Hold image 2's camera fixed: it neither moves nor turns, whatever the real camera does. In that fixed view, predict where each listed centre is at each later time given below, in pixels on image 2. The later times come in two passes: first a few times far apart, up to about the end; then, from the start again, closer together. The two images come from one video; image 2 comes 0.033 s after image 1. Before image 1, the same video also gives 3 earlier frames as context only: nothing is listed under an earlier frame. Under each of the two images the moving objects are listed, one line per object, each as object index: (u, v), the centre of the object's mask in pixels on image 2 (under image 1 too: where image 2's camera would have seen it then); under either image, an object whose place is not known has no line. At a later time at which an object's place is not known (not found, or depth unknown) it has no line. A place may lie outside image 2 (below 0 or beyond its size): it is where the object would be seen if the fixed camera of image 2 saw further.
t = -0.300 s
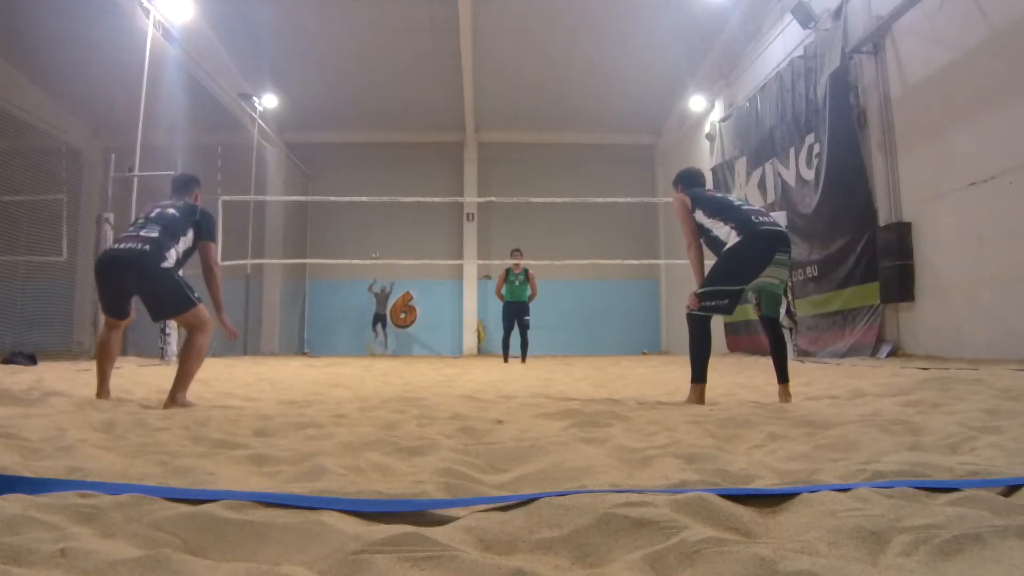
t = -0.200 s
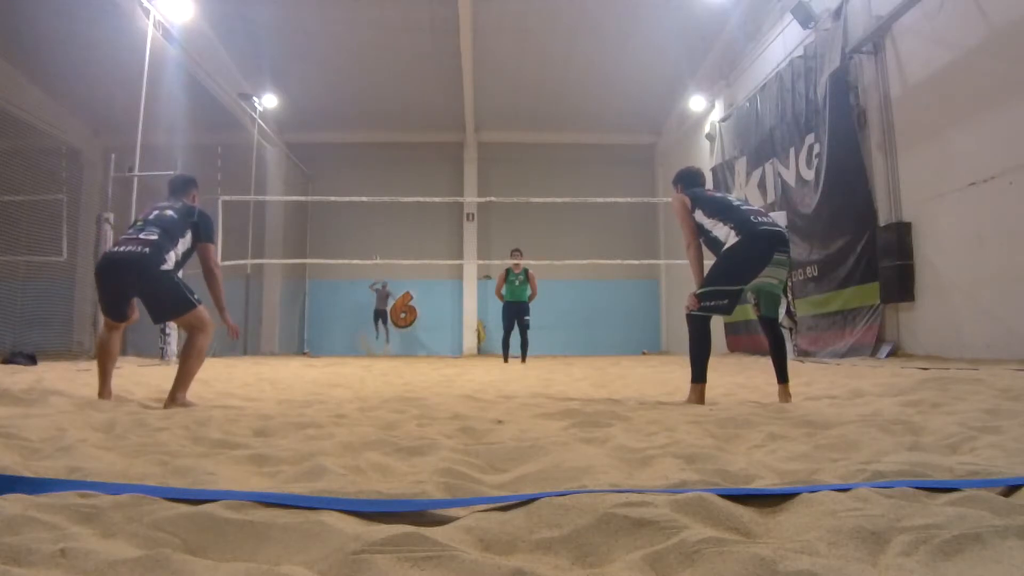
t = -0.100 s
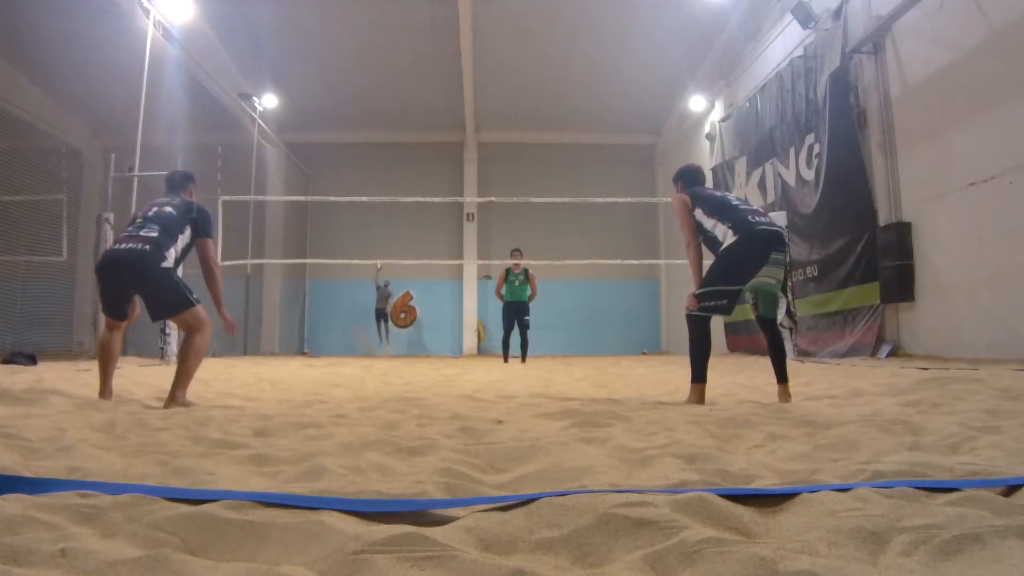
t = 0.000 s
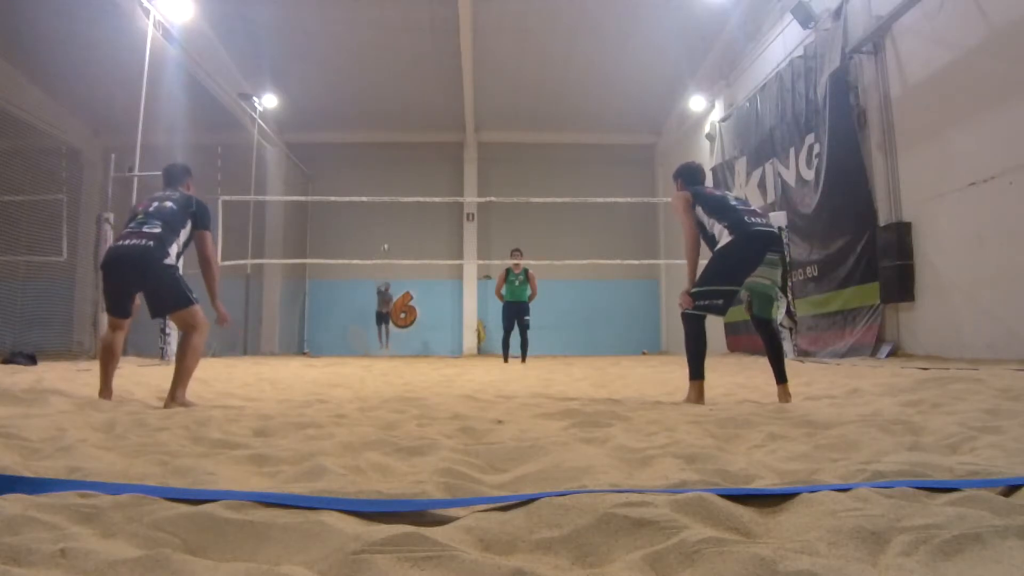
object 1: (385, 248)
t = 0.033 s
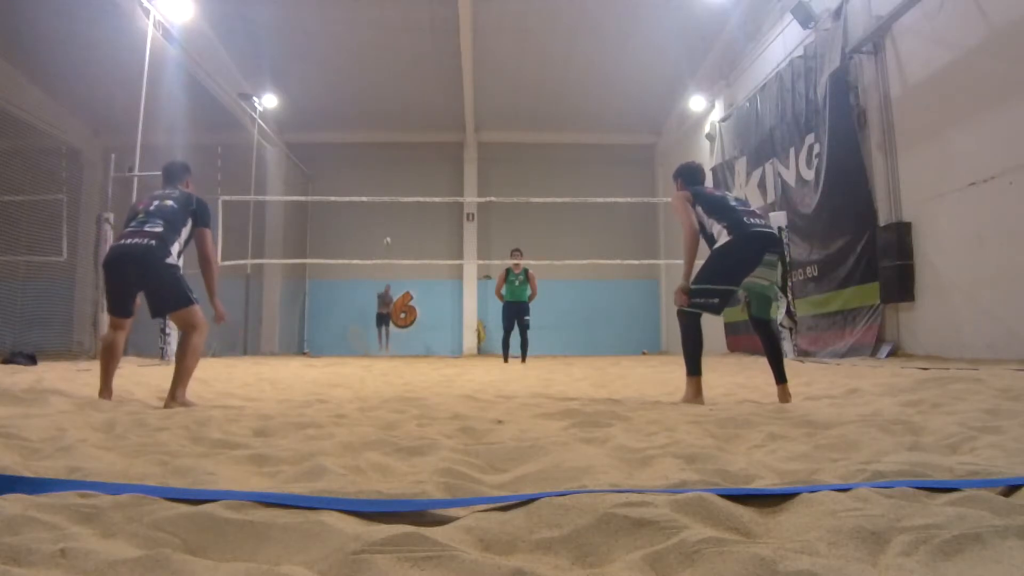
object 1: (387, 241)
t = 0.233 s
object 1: (410, 205)
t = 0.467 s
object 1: (453, 168)
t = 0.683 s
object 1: (513, 145)
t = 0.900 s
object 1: (618, 148)
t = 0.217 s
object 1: (407, 207)
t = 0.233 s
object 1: (410, 205)
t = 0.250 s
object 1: (412, 202)
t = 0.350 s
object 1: (428, 185)
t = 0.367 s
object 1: (432, 183)
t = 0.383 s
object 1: (435, 180)
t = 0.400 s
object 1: (439, 178)
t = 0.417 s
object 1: (441, 175)
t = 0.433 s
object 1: (445, 173)
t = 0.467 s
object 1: (453, 168)
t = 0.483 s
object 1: (457, 166)
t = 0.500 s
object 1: (461, 164)
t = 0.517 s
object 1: (464, 161)
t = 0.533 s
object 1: (469, 159)
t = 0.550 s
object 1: (474, 157)
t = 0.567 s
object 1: (479, 155)
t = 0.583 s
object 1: (482, 154)
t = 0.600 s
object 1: (486, 152)
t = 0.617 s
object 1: (491, 151)
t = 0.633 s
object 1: (496, 150)
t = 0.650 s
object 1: (501, 148)
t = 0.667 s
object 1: (507, 147)
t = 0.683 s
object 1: (513, 145)
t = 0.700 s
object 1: (518, 144)
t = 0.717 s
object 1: (525, 142)
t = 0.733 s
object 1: (532, 141)
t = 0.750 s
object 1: (538, 141)
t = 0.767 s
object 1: (545, 140)
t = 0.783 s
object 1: (553, 140)
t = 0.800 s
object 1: (561, 140)
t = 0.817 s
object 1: (569, 140)
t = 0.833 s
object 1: (578, 141)
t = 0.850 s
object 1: (587, 142)
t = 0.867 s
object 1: (597, 143)
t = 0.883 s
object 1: (607, 145)
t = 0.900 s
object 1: (618, 148)
